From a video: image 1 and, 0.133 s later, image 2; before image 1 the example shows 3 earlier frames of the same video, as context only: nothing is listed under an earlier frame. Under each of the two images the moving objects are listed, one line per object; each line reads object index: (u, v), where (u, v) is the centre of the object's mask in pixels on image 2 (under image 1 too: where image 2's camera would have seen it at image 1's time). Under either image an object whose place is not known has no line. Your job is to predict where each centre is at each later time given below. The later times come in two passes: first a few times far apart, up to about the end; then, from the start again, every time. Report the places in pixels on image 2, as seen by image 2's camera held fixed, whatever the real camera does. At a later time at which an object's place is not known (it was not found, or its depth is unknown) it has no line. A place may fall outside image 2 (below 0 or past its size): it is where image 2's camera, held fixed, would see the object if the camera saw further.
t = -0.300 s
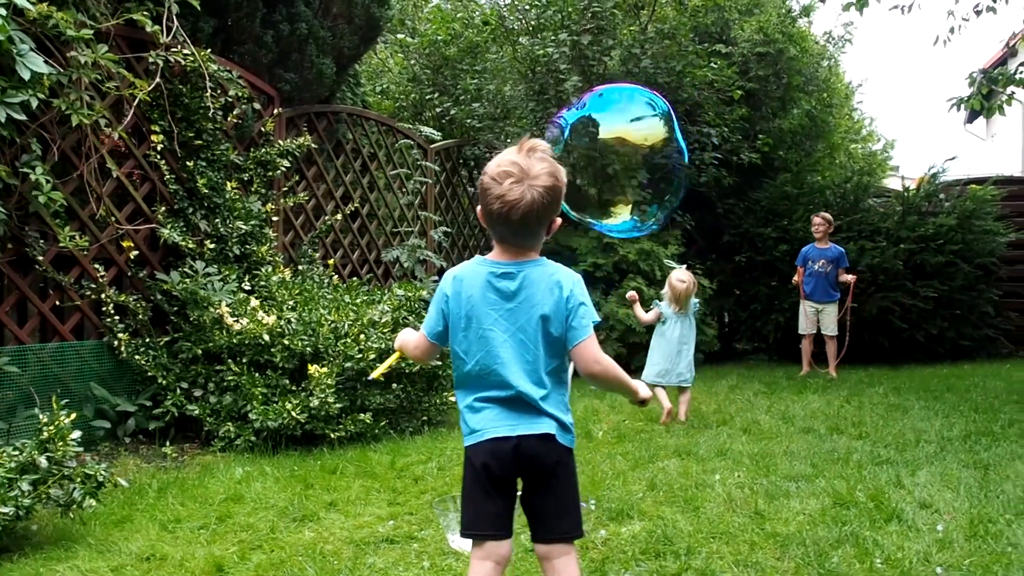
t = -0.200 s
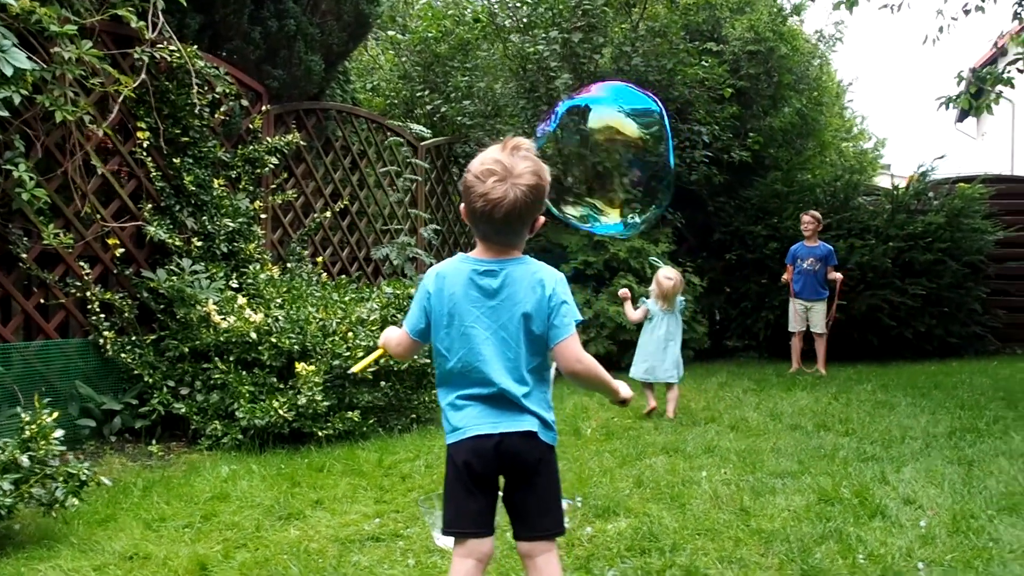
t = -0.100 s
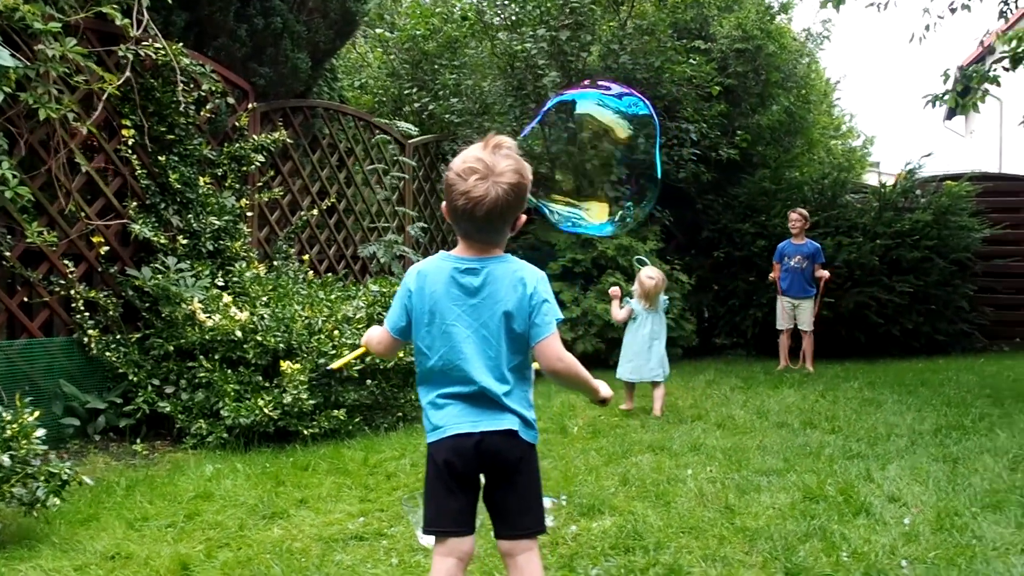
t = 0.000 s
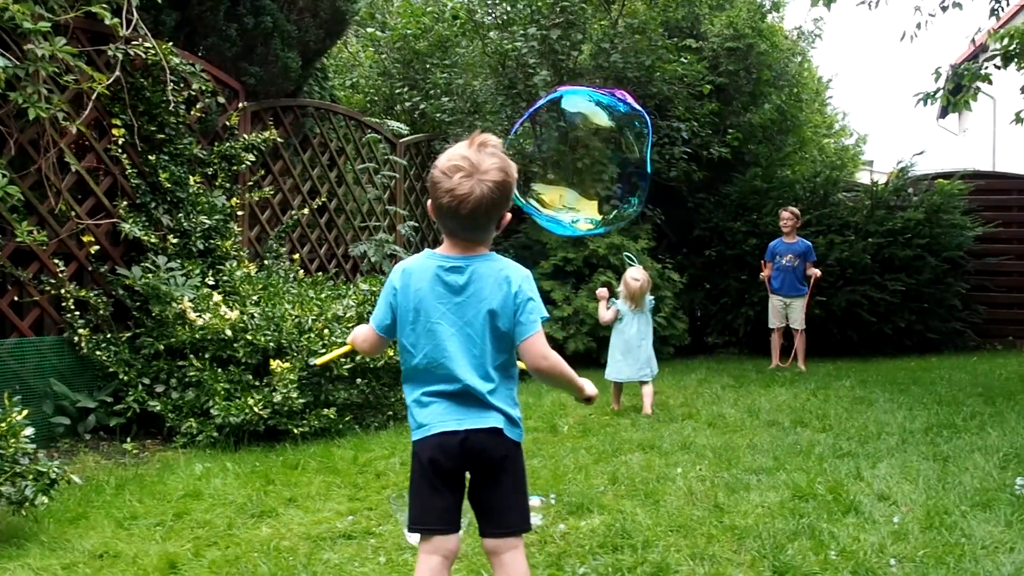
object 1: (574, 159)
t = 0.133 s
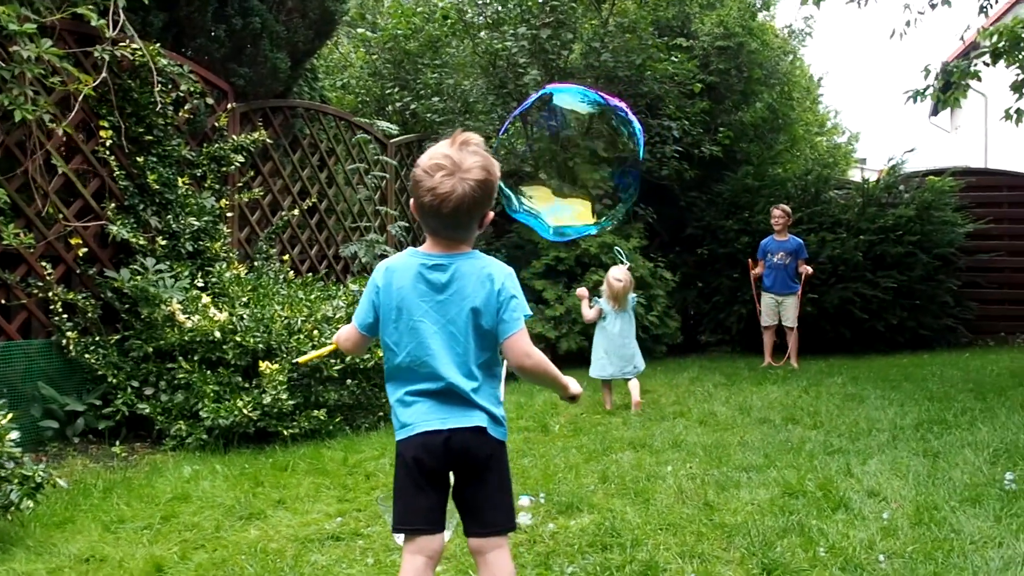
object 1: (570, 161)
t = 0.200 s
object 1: (568, 162)
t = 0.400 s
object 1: (565, 164)
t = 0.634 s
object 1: (561, 166)
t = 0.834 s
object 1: (556, 169)
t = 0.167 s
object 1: (569, 162)
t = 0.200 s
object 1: (568, 162)
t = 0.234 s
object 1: (567, 163)
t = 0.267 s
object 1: (566, 163)
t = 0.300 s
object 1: (566, 163)
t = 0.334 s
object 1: (565, 164)
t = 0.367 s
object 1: (565, 164)
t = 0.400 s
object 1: (565, 164)
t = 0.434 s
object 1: (564, 164)
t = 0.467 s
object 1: (564, 164)
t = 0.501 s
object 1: (564, 164)
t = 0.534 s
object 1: (563, 165)
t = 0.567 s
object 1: (562, 165)
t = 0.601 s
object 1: (562, 166)
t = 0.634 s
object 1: (561, 166)
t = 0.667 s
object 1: (560, 166)
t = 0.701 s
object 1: (560, 166)
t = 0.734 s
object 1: (559, 167)
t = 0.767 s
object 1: (558, 167)
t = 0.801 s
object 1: (557, 168)
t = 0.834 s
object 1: (556, 169)
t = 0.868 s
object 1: (555, 169)
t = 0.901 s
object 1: (555, 170)
